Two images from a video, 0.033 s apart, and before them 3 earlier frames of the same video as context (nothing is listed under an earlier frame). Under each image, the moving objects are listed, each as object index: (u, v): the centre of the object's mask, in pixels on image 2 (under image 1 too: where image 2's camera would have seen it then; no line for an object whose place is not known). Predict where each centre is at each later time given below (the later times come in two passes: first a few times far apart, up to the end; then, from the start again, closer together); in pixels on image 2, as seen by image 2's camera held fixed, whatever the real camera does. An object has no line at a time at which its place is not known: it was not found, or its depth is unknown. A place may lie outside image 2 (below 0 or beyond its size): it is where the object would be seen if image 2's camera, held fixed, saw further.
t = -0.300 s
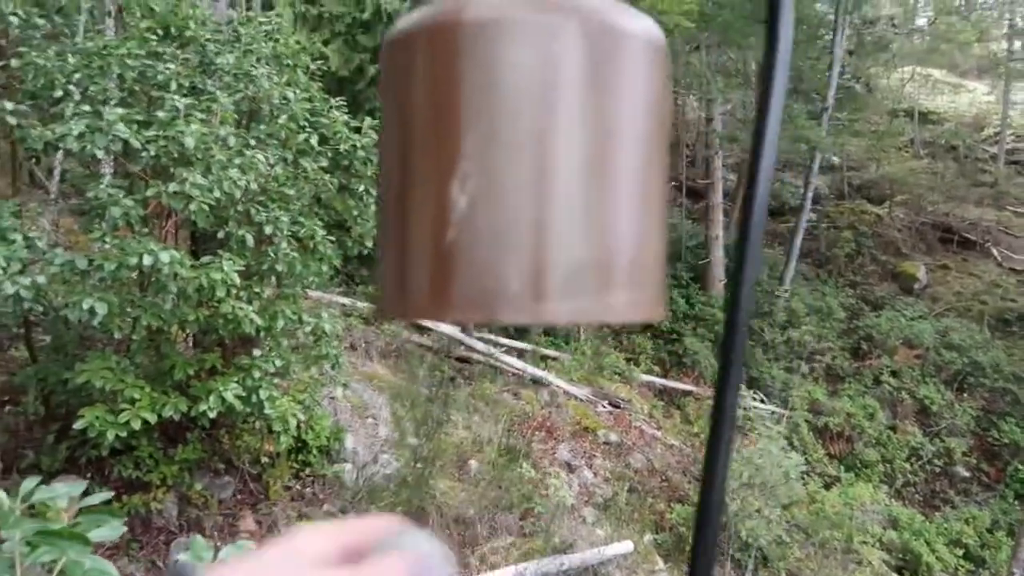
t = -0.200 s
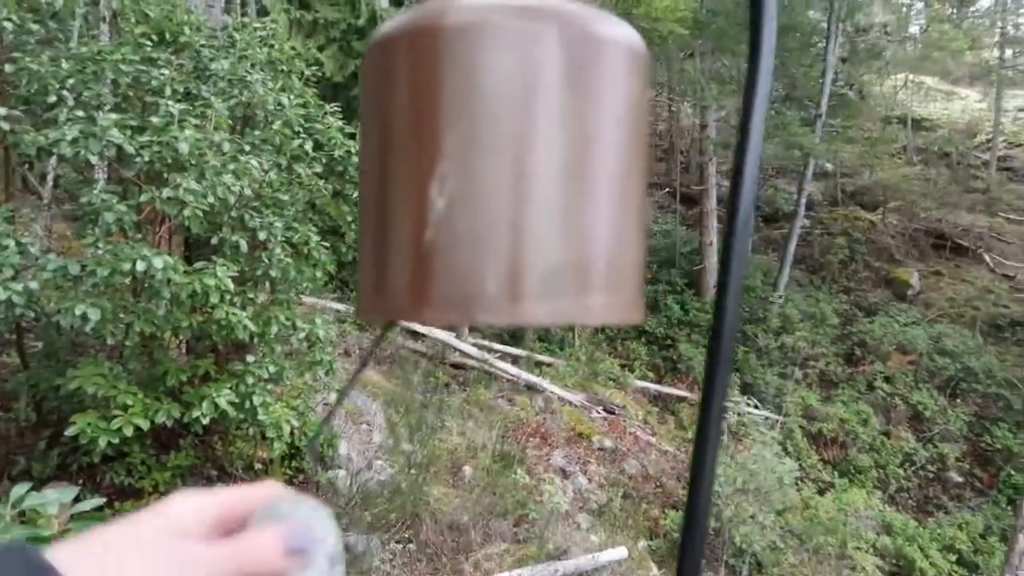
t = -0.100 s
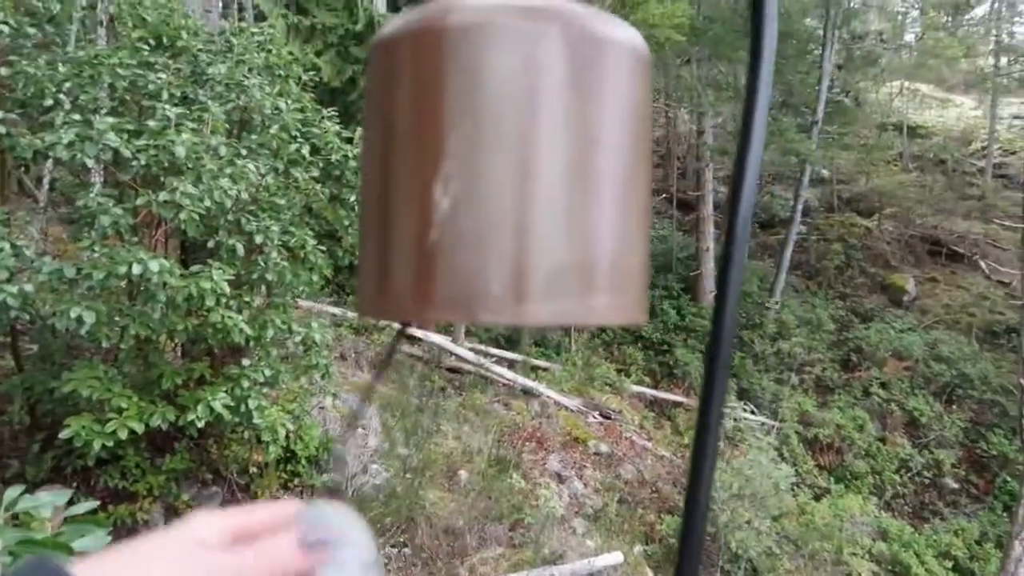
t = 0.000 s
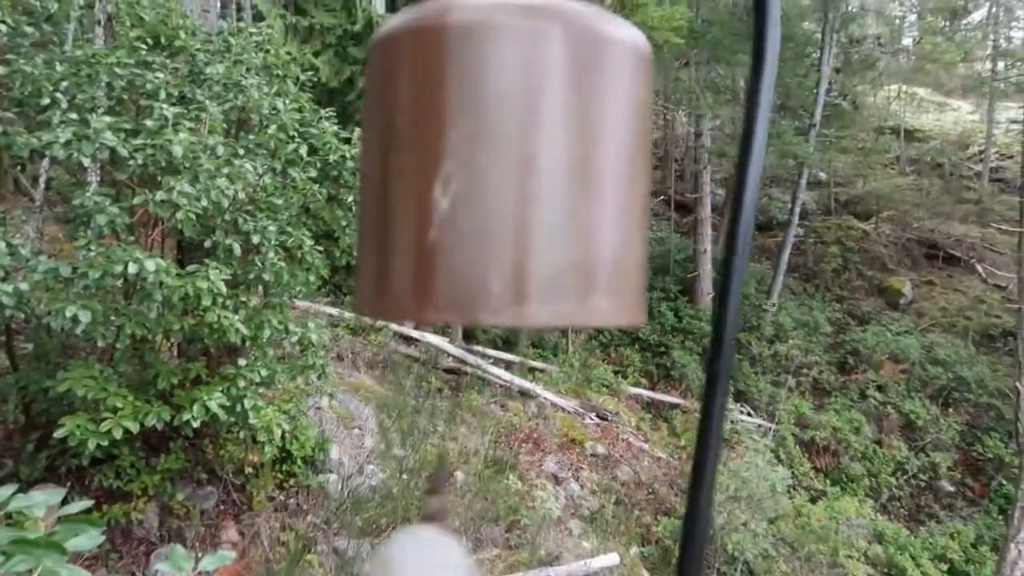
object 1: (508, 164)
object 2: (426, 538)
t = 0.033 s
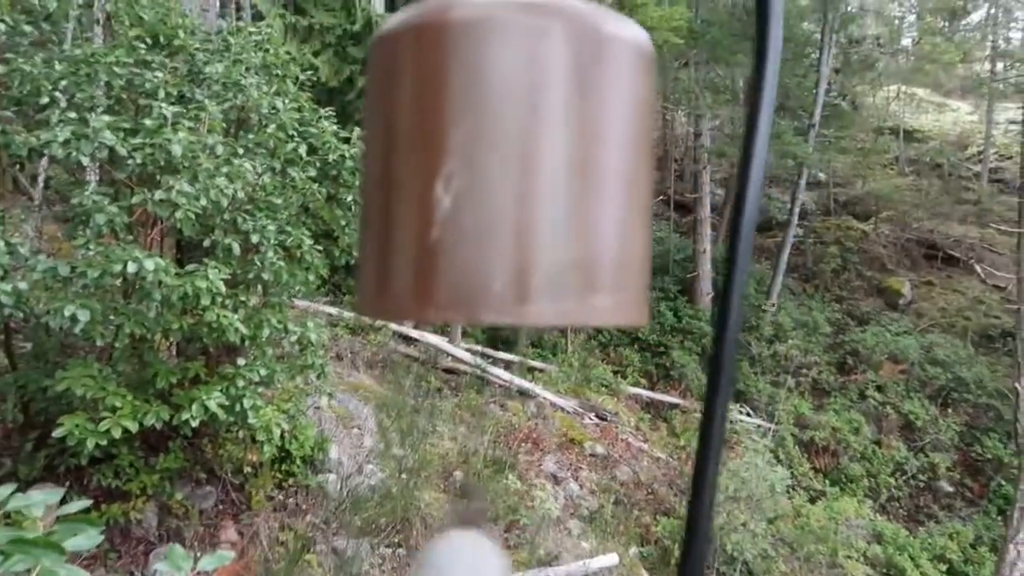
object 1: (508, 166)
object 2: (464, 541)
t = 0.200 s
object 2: (621, 520)
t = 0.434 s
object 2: (612, 446)
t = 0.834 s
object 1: (516, 192)
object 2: (365, 575)
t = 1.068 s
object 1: (515, 194)
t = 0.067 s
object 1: (510, 170)
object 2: (507, 548)
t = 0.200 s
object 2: (621, 520)
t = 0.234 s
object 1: (513, 176)
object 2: (634, 493)
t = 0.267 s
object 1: (514, 181)
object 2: (640, 473)
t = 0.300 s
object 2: (647, 456)
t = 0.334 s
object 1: (511, 177)
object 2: (644, 445)
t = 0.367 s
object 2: (641, 440)
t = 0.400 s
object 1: (510, 186)
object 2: (627, 439)
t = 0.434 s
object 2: (612, 446)
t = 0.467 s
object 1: (507, 189)
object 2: (595, 453)
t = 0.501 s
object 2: (578, 477)
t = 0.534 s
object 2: (554, 480)
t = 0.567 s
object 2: (531, 510)
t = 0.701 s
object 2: (430, 560)
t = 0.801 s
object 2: (375, 577)
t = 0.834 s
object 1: (516, 192)
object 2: (365, 575)
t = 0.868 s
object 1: (516, 194)
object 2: (362, 580)
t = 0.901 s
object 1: (515, 192)
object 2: (366, 579)
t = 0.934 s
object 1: (514, 193)
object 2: (382, 579)
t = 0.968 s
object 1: (515, 194)
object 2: (405, 584)
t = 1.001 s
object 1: (515, 194)
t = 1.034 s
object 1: (516, 195)
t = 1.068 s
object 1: (515, 194)
